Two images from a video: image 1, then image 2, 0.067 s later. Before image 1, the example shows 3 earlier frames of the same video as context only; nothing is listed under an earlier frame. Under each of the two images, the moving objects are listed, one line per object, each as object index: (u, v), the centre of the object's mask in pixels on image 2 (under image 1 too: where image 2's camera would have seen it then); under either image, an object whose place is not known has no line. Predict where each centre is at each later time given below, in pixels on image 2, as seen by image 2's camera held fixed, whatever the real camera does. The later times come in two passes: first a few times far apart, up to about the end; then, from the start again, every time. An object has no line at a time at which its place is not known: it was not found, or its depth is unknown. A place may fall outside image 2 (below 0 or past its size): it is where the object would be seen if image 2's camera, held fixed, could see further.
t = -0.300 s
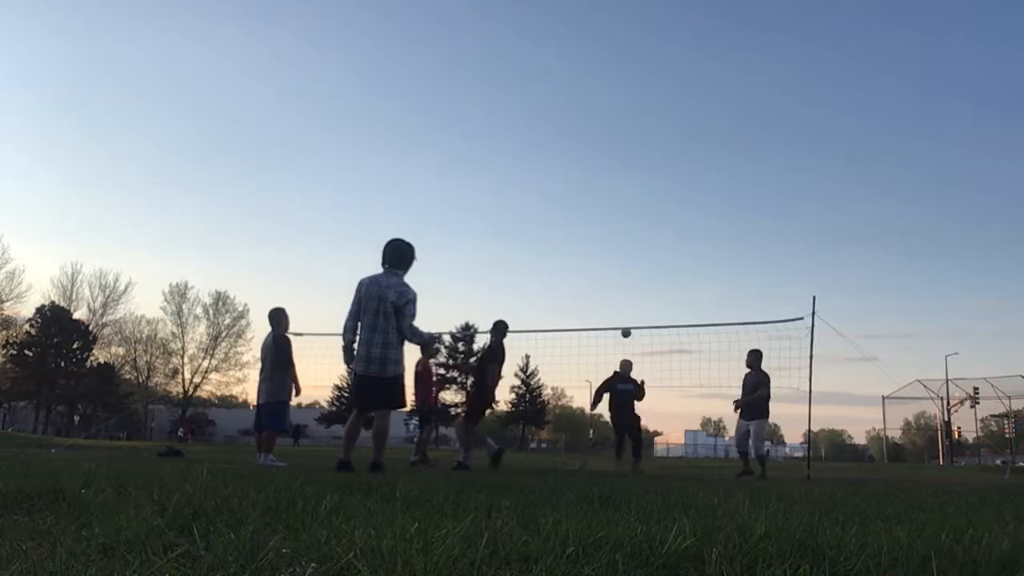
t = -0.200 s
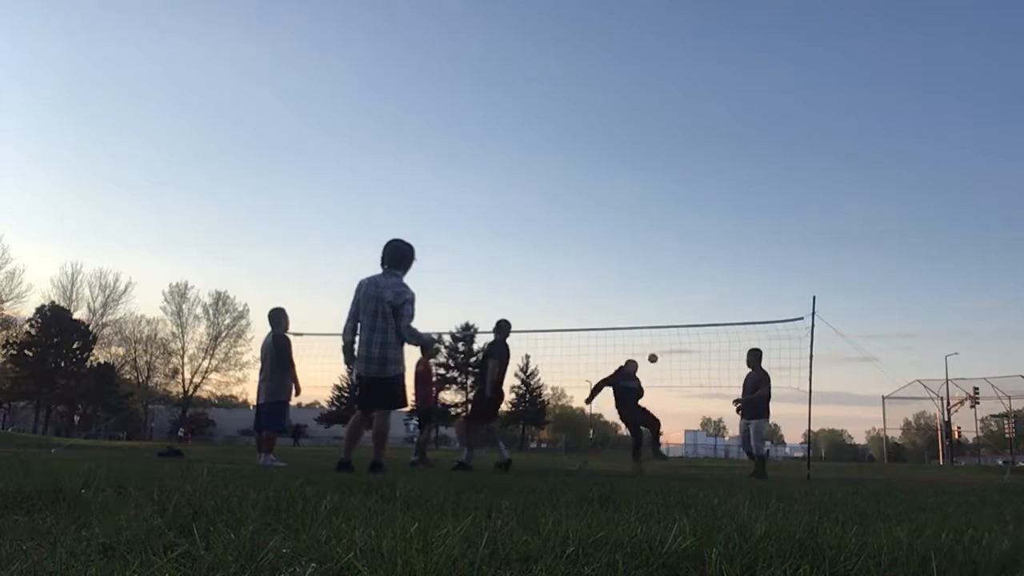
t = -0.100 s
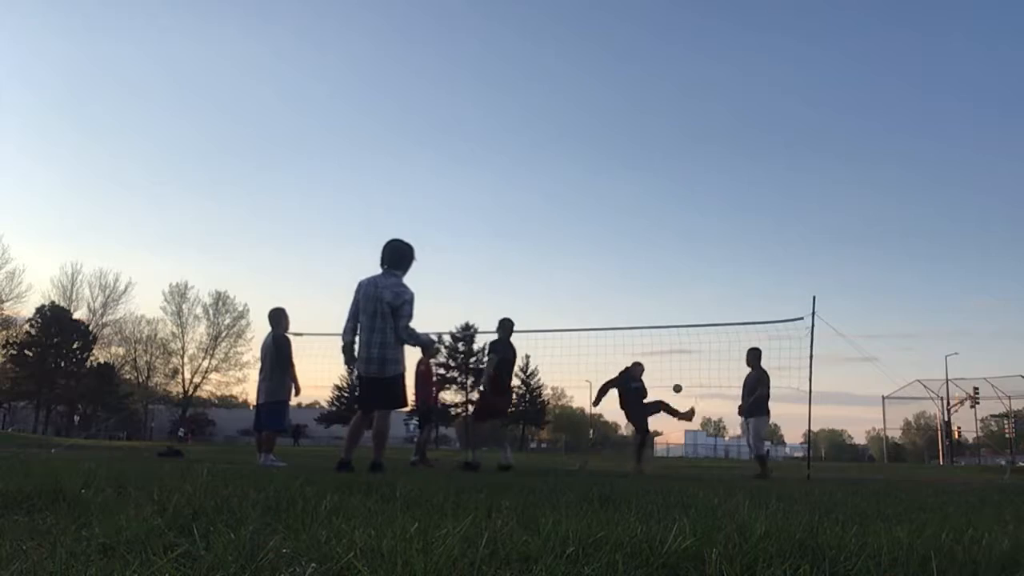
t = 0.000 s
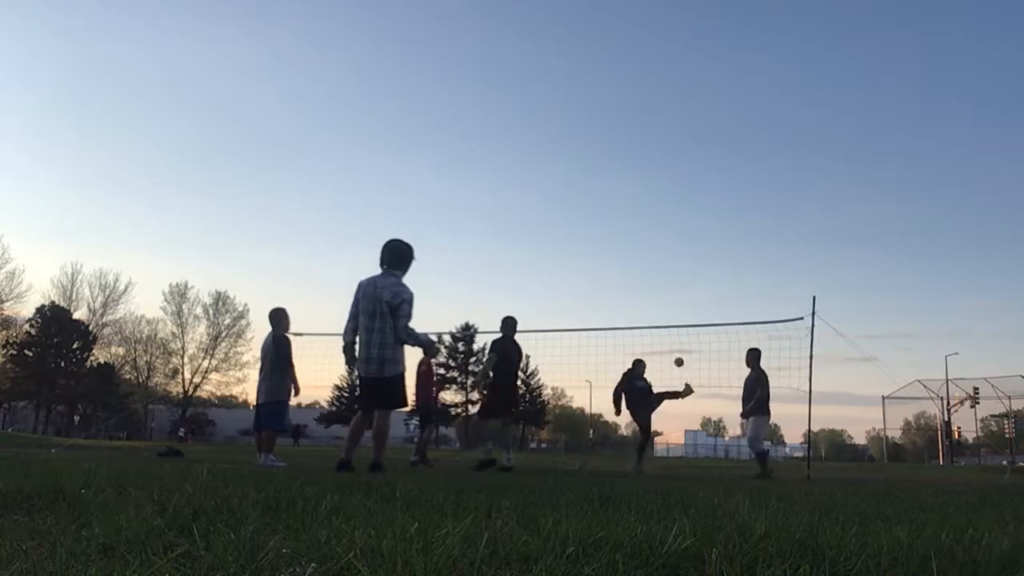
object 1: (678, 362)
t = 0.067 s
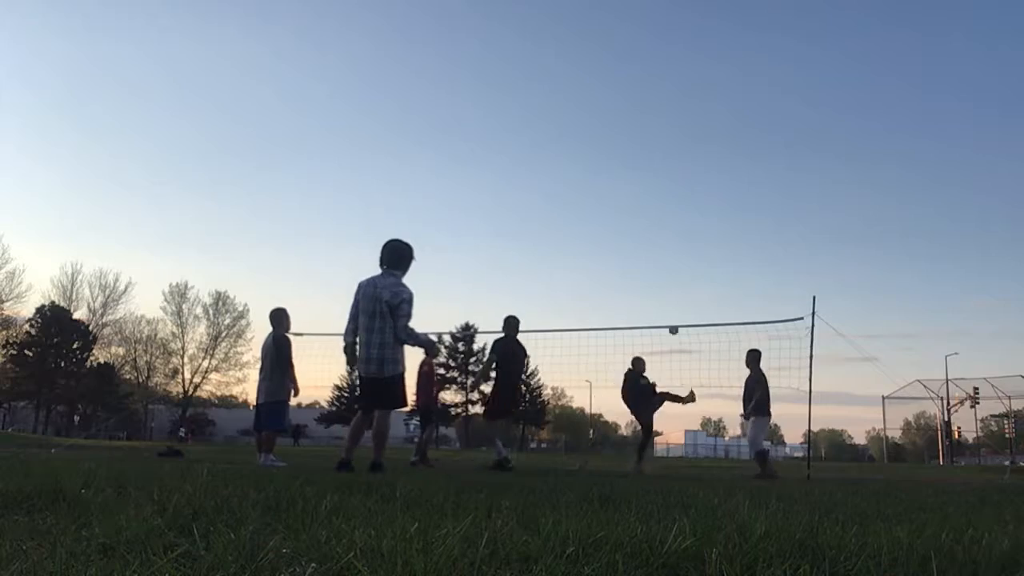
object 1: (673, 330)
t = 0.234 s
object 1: (660, 263)
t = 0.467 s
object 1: (642, 203)
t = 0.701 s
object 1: (624, 180)
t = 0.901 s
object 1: (607, 191)
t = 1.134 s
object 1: (588, 243)
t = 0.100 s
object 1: (671, 315)
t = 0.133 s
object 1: (668, 301)
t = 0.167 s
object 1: (665, 287)
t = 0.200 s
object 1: (663, 275)
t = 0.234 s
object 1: (660, 263)
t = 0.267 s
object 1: (657, 252)
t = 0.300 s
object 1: (655, 242)
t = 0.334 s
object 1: (652, 233)
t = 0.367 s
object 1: (650, 224)
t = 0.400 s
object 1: (647, 217)
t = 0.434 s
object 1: (644, 209)
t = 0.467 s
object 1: (642, 203)
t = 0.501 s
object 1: (640, 198)
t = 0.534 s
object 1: (637, 193)
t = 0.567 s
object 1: (634, 188)
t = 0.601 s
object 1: (632, 185)
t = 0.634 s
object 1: (629, 183)
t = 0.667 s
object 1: (626, 181)
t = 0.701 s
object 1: (624, 180)
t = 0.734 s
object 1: (621, 180)
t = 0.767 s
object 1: (618, 181)
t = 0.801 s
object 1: (616, 182)
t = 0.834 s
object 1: (613, 184)
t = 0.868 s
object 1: (610, 187)
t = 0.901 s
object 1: (607, 191)
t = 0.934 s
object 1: (605, 196)
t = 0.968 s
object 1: (602, 202)
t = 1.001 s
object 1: (599, 208)
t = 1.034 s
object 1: (596, 216)
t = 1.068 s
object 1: (594, 224)
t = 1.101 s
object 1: (591, 233)
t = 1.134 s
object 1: (588, 243)
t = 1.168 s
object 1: (585, 255)
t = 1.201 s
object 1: (582, 267)
